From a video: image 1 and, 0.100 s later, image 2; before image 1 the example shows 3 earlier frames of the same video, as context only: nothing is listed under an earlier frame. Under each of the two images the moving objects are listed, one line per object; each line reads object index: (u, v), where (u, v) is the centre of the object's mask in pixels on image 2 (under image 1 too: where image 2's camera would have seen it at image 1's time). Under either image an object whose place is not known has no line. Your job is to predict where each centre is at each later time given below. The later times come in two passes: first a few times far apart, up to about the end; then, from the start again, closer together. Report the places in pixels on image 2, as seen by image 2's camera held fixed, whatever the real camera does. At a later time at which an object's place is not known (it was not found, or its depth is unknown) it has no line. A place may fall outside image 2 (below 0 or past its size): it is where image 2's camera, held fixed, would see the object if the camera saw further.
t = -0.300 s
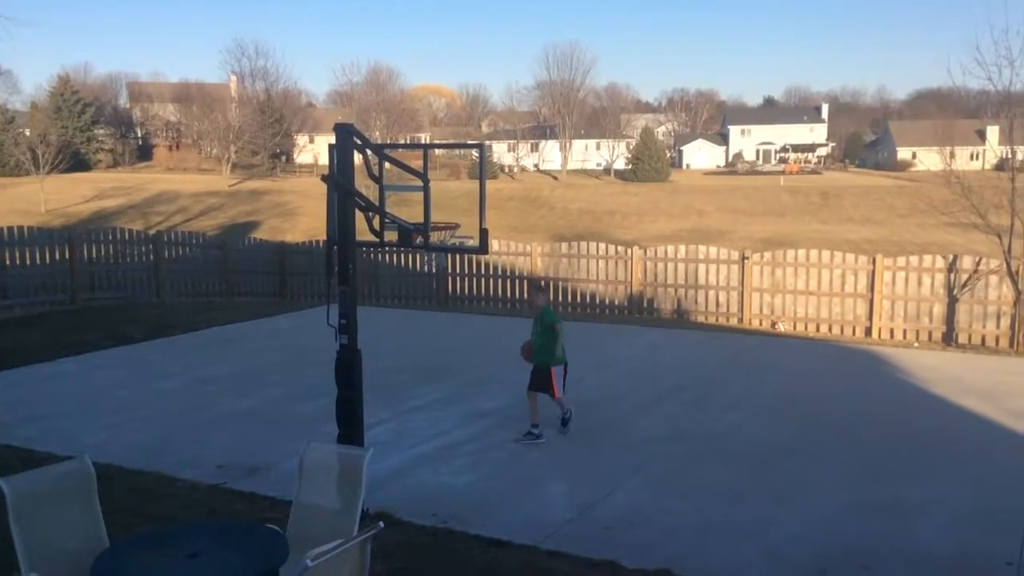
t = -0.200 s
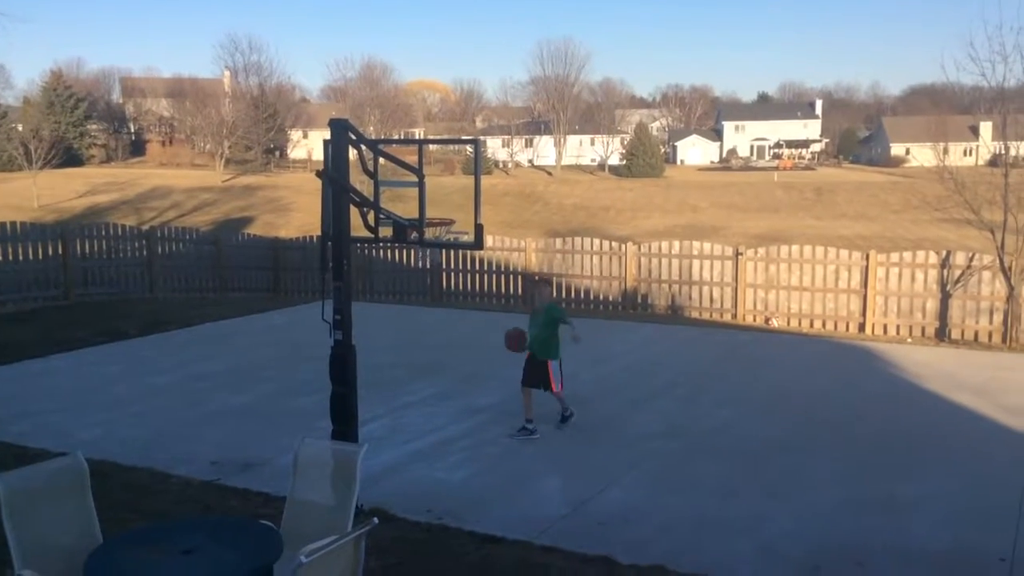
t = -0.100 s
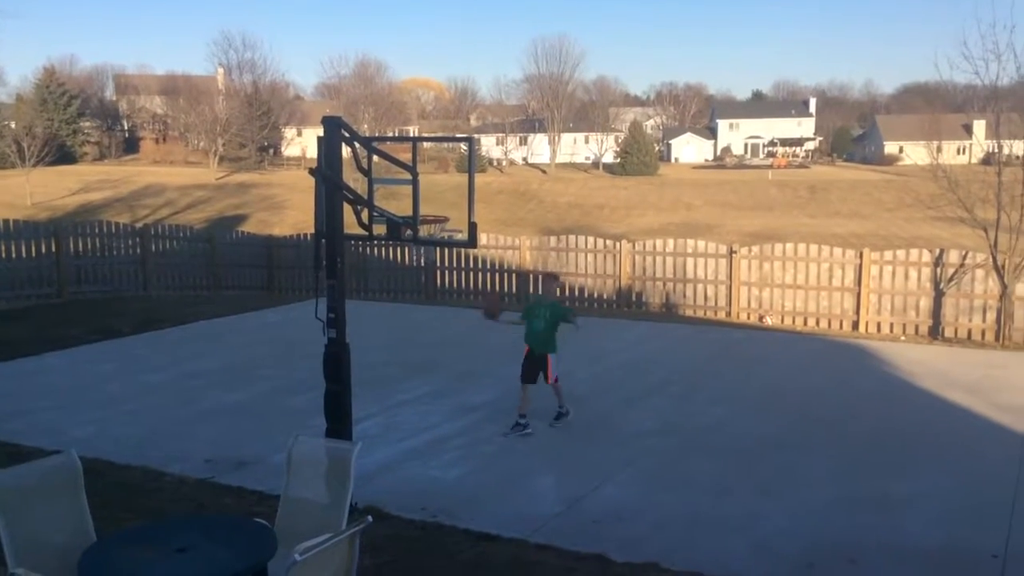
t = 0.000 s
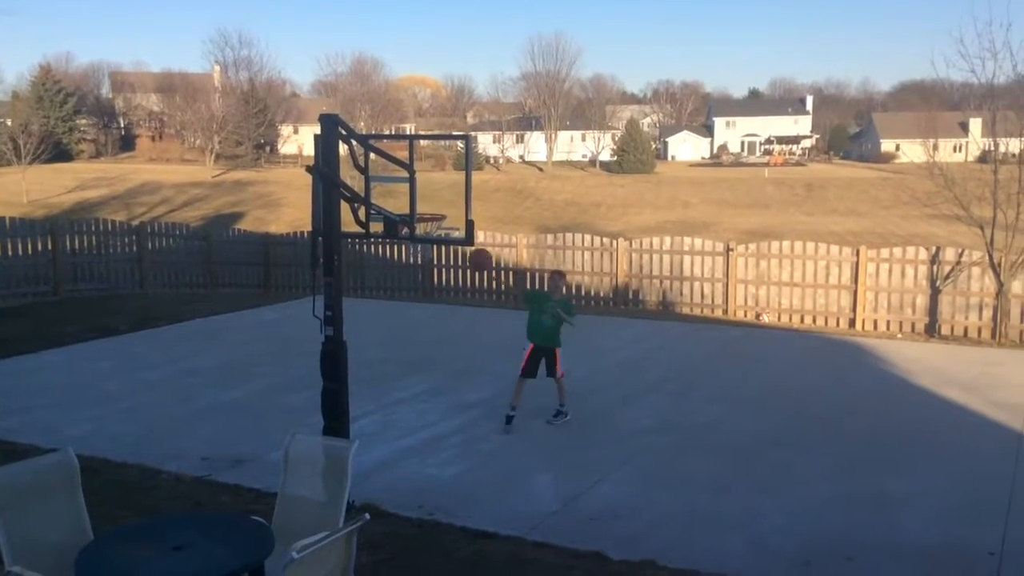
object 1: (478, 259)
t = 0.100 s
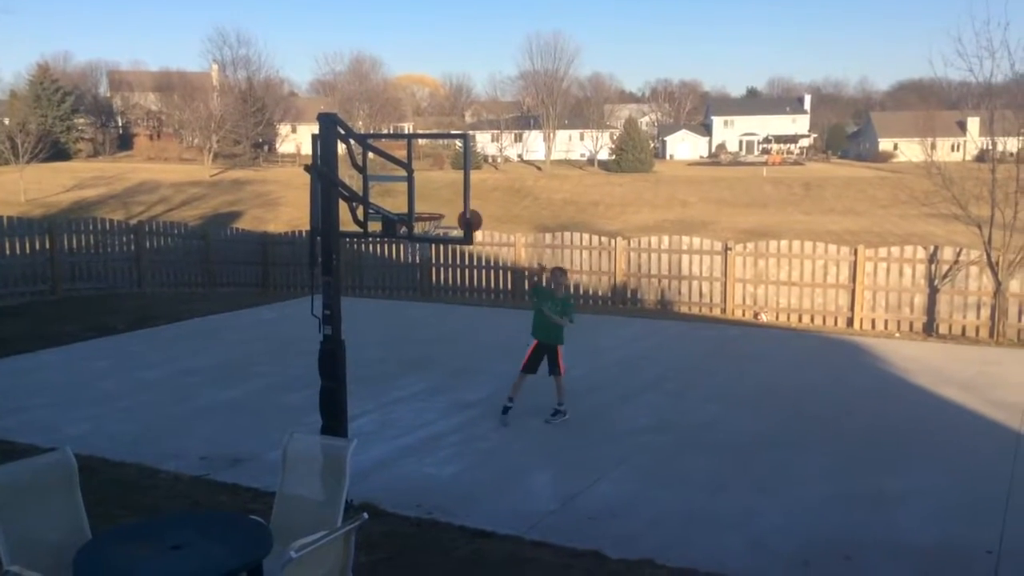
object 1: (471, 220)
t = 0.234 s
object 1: (455, 183)
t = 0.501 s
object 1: (435, 159)
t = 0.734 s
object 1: (415, 202)
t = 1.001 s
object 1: (411, 253)
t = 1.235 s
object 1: (430, 309)
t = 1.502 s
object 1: (450, 449)
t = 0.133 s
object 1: (469, 209)
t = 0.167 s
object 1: (462, 199)
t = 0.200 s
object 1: (460, 191)
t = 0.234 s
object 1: (455, 183)
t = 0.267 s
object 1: (453, 177)
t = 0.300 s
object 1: (452, 170)
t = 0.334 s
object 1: (449, 166)
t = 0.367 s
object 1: (447, 162)
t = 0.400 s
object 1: (443, 159)
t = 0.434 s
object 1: (440, 158)
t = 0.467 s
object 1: (438, 158)
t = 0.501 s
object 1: (435, 159)
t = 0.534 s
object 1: (432, 161)
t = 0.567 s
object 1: (429, 165)
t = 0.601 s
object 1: (426, 170)
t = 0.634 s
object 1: (424, 176)
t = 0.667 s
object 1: (423, 183)
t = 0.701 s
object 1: (421, 192)
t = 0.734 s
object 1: (415, 202)
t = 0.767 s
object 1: (411, 214)
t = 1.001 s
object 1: (411, 253)
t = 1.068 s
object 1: (415, 261)
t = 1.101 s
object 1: (421, 270)
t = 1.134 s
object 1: (425, 281)
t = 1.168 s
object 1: (425, 286)
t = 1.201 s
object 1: (426, 300)
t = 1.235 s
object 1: (430, 309)
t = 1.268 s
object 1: (432, 324)
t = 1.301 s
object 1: (435, 338)
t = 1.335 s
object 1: (437, 354)
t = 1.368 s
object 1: (440, 370)
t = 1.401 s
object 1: (442, 388)
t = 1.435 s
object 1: (445, 407)
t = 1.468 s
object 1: (447, 427)
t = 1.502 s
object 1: (450, 449)
